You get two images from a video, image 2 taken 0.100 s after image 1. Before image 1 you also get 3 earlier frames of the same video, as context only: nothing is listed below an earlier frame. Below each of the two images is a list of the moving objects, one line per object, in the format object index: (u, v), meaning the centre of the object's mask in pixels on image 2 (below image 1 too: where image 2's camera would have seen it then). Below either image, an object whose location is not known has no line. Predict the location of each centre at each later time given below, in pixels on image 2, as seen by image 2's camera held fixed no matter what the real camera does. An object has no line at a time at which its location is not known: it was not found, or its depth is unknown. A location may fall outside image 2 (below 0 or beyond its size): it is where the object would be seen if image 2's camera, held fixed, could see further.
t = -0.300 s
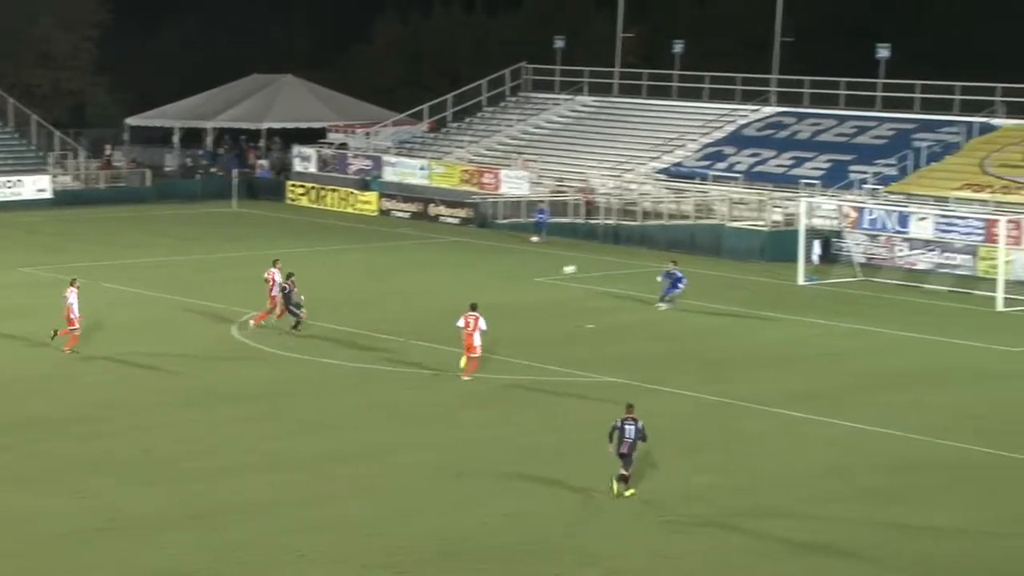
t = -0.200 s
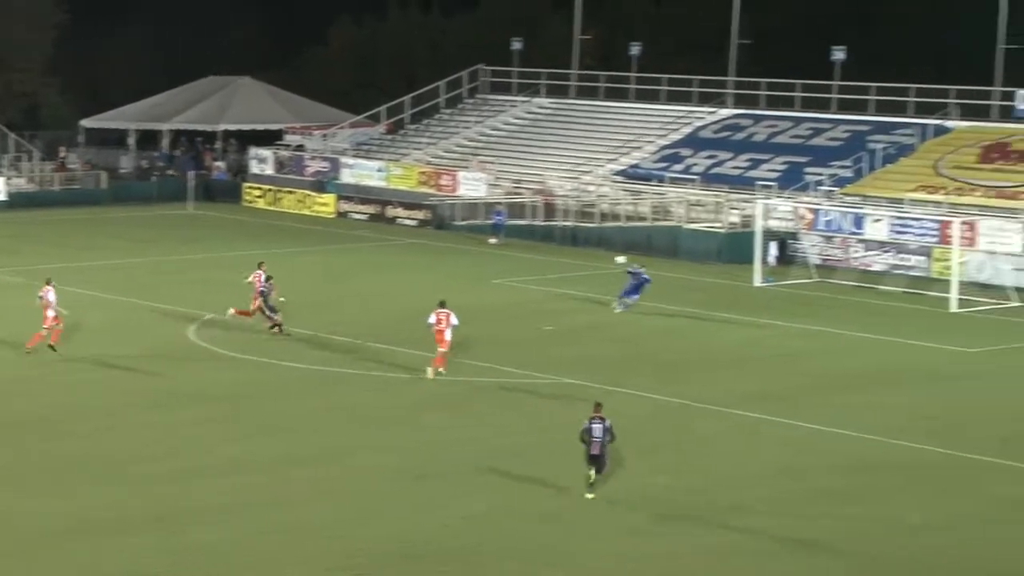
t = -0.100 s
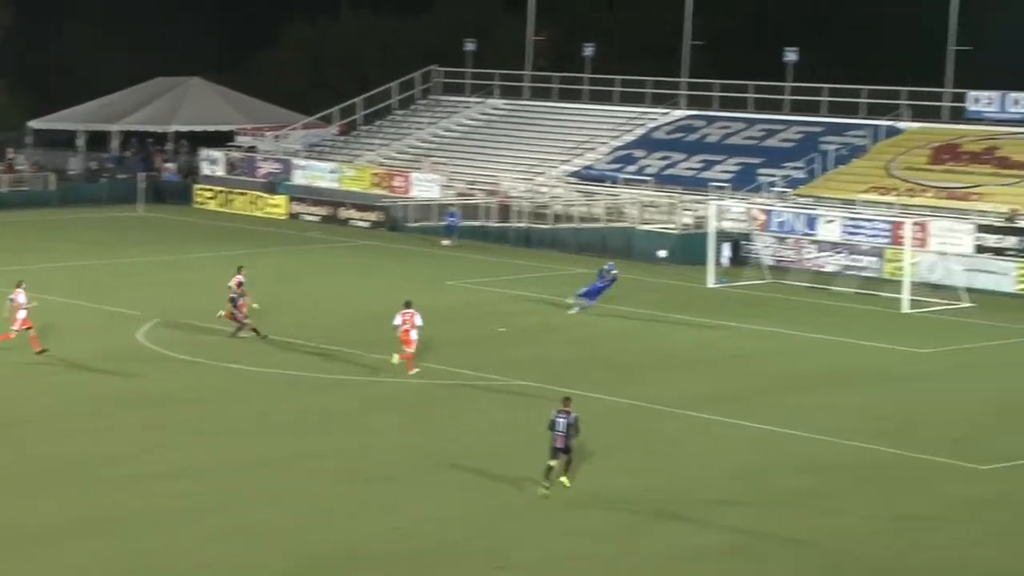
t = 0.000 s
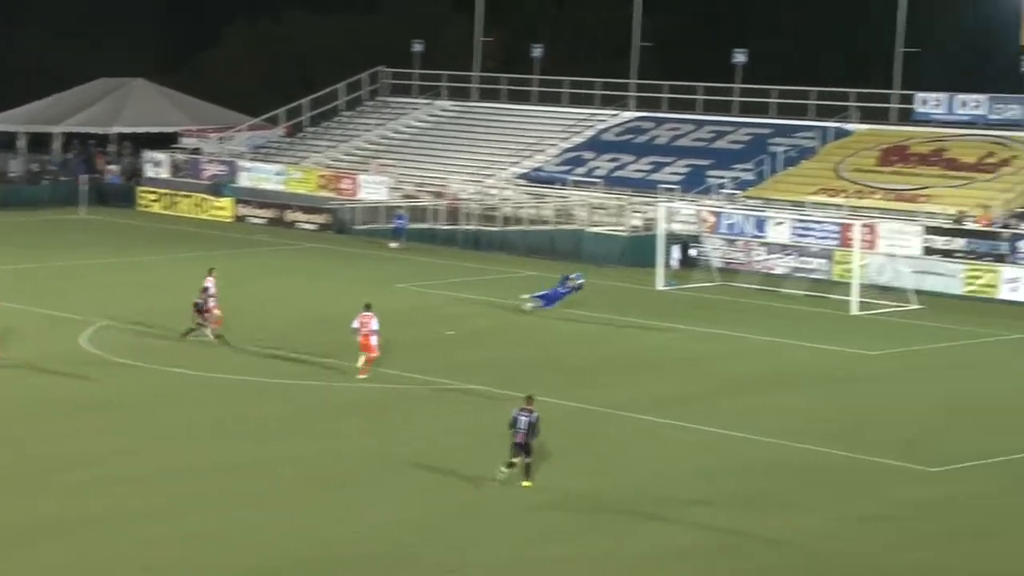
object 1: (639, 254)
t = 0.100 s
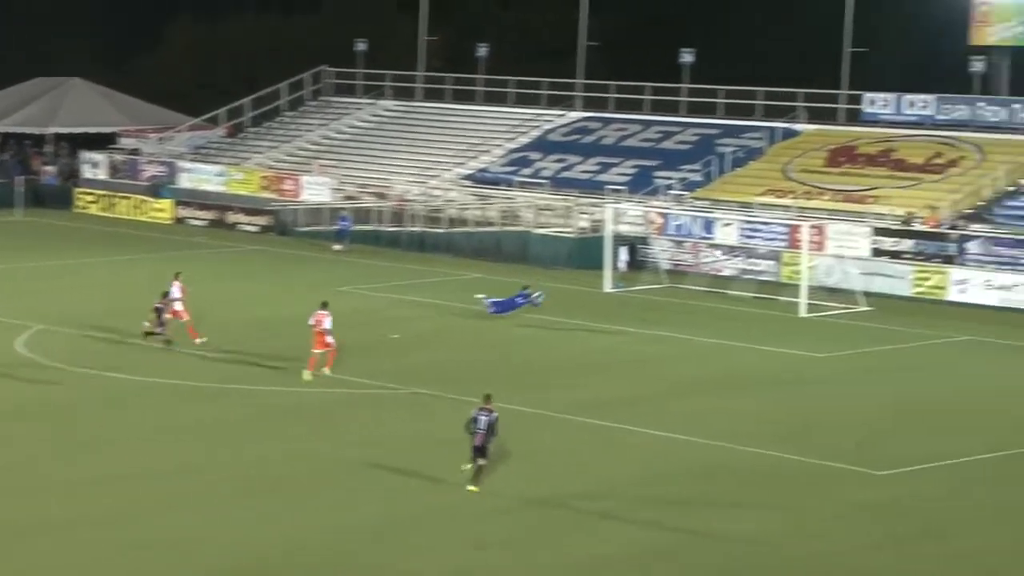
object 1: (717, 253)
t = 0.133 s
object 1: (742, 254)
